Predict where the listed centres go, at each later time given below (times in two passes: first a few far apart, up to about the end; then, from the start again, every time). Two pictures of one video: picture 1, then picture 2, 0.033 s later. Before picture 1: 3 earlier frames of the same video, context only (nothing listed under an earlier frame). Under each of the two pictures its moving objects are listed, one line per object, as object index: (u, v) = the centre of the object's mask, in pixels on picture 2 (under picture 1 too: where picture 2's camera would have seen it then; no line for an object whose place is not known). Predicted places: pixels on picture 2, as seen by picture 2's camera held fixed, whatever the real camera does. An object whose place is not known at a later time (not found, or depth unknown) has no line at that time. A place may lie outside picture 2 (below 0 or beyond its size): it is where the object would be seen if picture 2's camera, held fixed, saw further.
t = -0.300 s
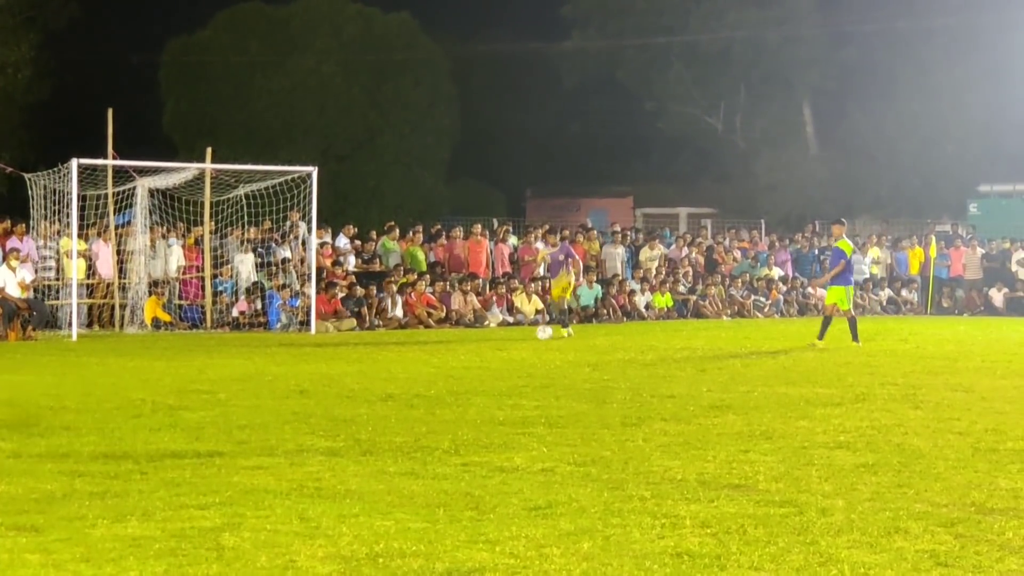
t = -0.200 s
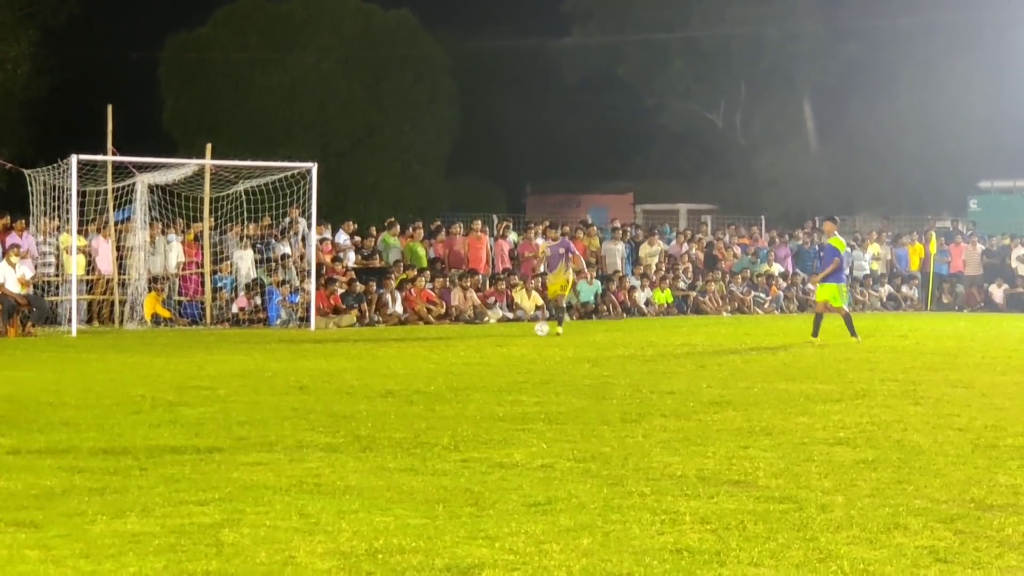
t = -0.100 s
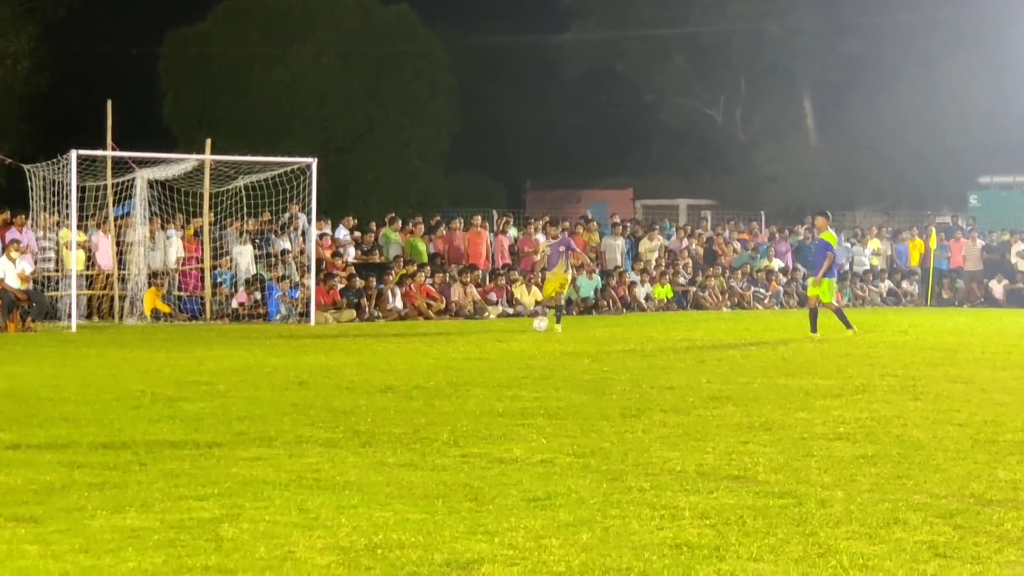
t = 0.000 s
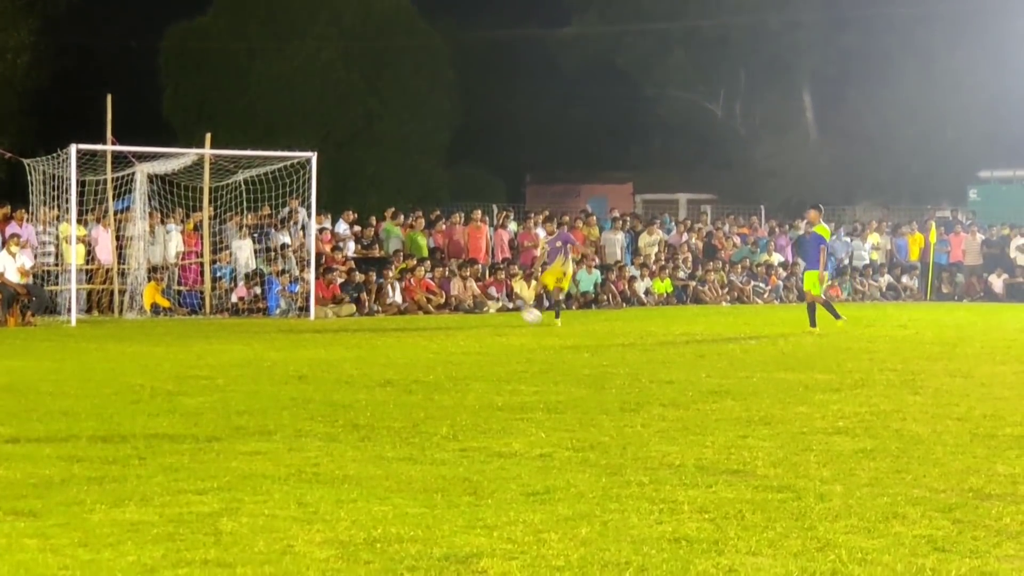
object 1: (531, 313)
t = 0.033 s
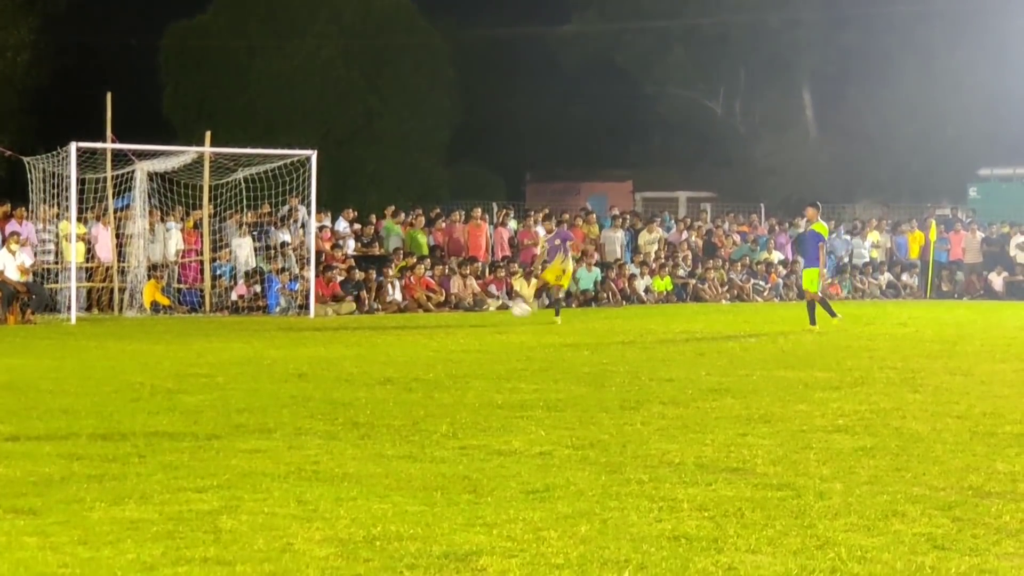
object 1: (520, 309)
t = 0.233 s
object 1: (444, 301)
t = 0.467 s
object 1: (348, 337)
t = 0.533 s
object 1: (324, 328)
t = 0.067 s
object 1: (507, 305)
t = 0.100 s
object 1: (495, 303)
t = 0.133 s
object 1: (484, 302)
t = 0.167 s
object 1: (470, 302)
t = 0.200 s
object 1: (457, 302)
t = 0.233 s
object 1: (444, 301)
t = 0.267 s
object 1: (431, 303)
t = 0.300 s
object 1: (418, 306)
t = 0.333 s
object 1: (405, 311)
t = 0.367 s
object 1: (391, 316)
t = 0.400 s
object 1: (376, 323)
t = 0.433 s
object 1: (362, 332)
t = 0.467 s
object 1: (348, 337)
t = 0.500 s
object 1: (335, 333)
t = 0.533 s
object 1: (324, 328)
